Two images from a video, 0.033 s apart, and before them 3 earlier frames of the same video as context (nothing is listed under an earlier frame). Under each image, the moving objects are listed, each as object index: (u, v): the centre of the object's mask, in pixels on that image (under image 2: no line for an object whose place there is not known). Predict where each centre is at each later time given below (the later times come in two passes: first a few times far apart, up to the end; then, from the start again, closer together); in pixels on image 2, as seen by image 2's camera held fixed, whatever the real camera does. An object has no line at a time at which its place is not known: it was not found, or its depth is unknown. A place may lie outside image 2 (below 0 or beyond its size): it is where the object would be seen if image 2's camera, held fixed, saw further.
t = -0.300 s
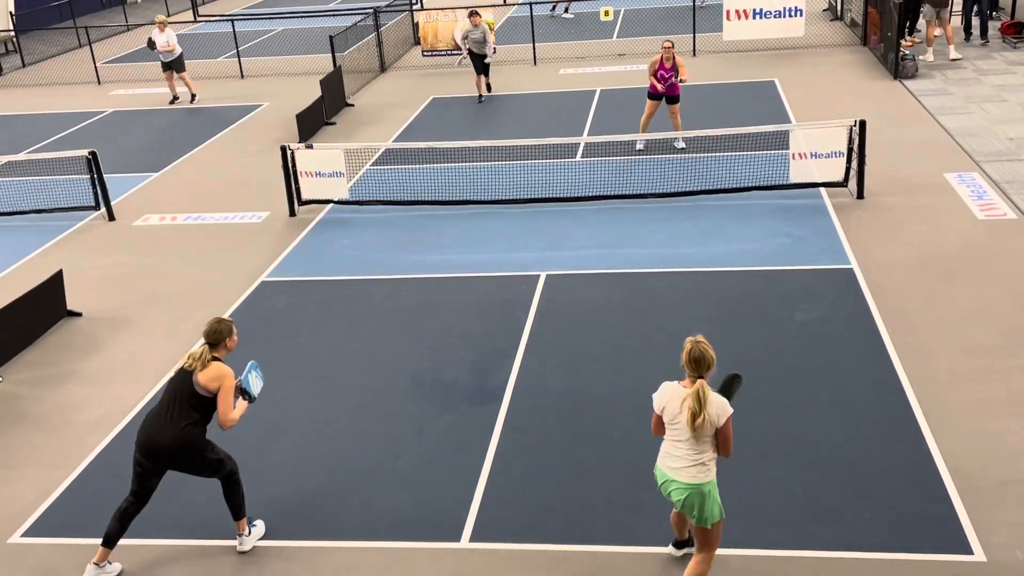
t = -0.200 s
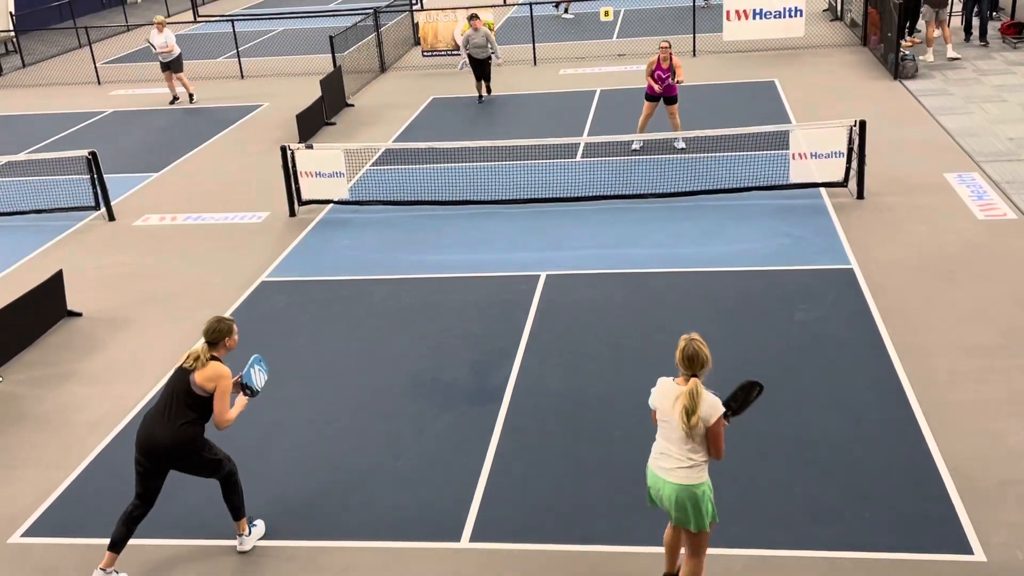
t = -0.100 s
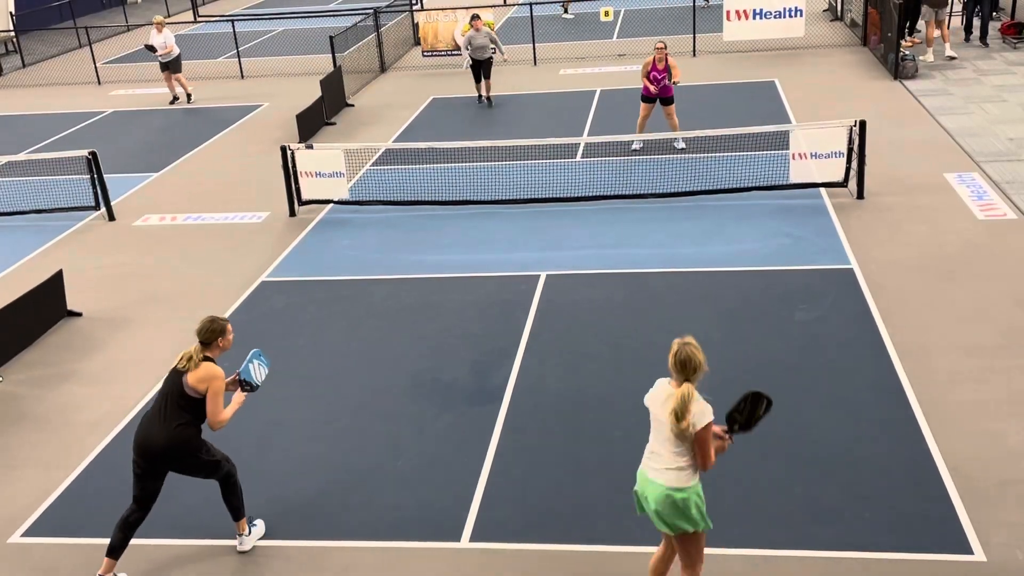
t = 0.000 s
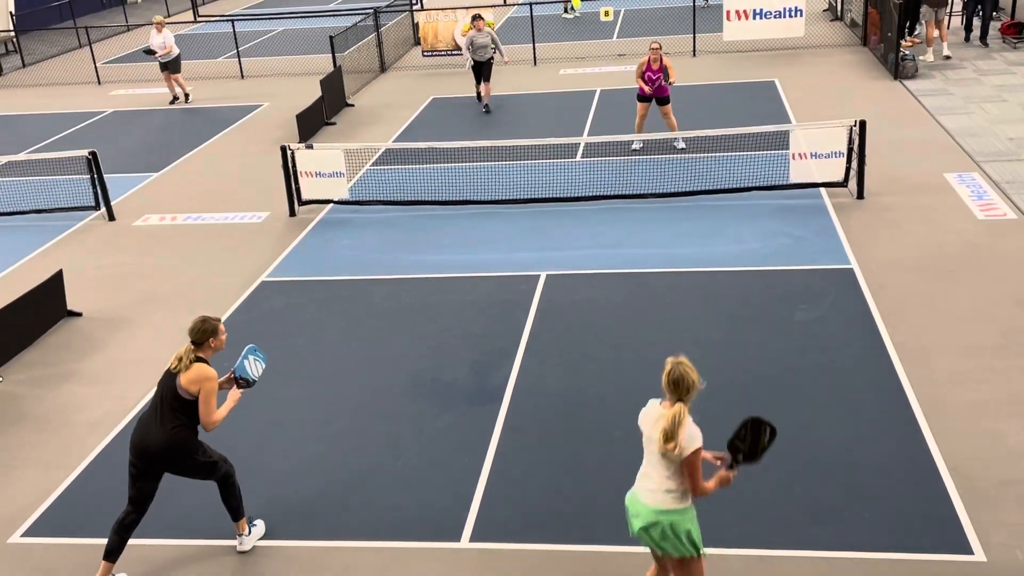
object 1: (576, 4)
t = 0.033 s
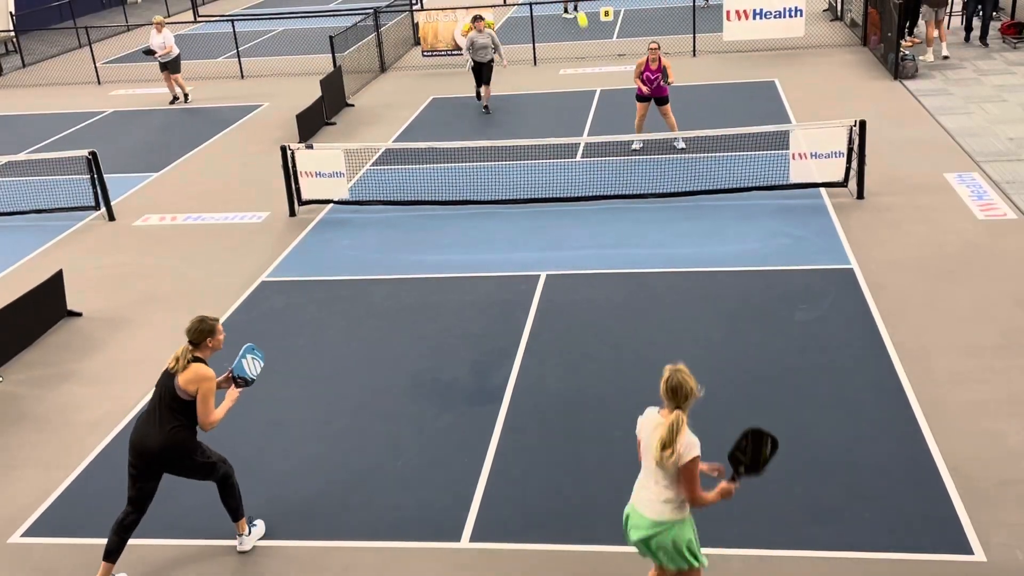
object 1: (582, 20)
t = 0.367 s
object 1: (656, 297)
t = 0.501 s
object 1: (693, 466)
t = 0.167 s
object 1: (609, 108)
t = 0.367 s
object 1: (656, 297)
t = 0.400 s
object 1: (665, 336)
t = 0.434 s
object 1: (674, 377)
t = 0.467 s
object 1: (683, 421)
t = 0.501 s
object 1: (693, 466)
